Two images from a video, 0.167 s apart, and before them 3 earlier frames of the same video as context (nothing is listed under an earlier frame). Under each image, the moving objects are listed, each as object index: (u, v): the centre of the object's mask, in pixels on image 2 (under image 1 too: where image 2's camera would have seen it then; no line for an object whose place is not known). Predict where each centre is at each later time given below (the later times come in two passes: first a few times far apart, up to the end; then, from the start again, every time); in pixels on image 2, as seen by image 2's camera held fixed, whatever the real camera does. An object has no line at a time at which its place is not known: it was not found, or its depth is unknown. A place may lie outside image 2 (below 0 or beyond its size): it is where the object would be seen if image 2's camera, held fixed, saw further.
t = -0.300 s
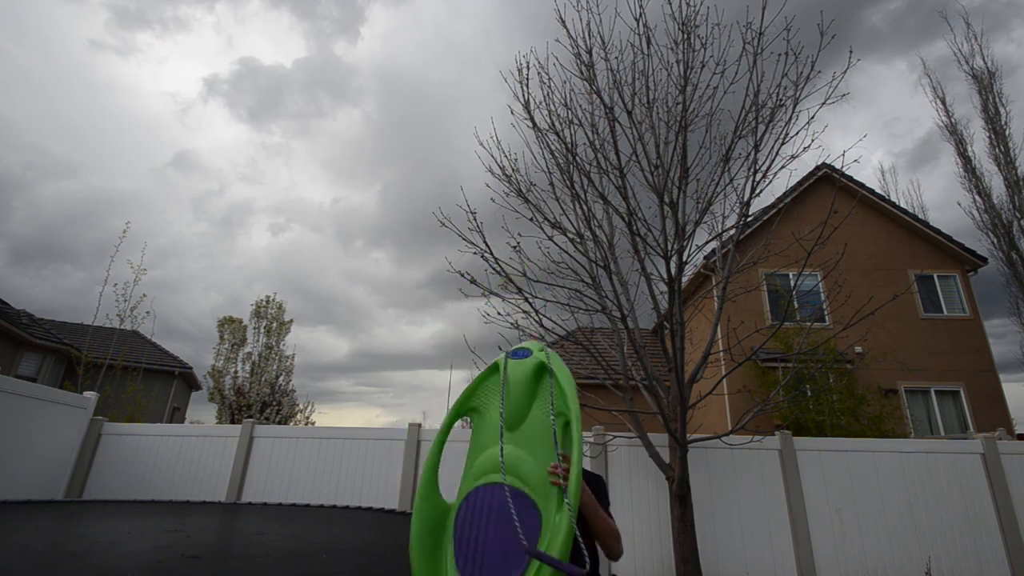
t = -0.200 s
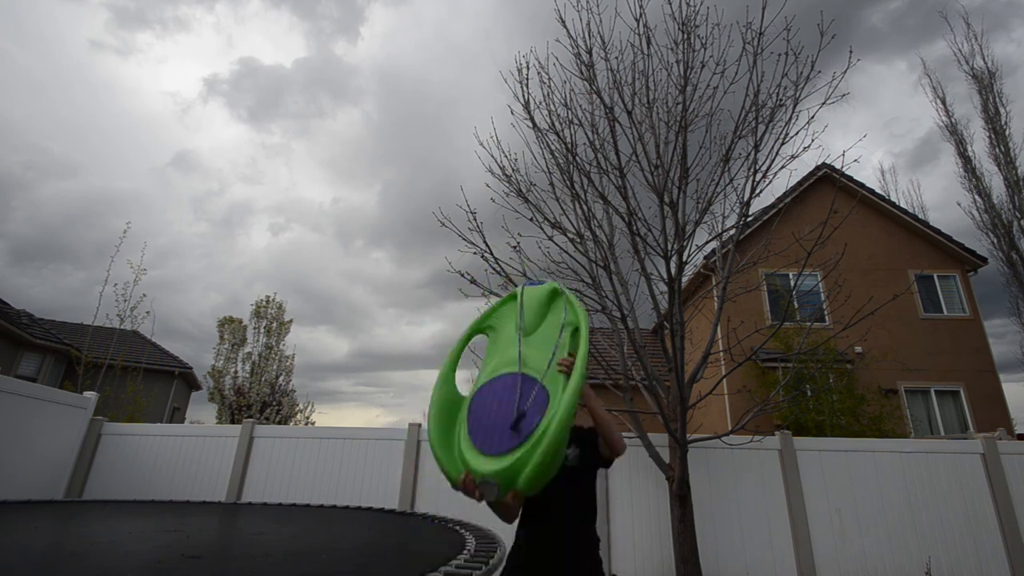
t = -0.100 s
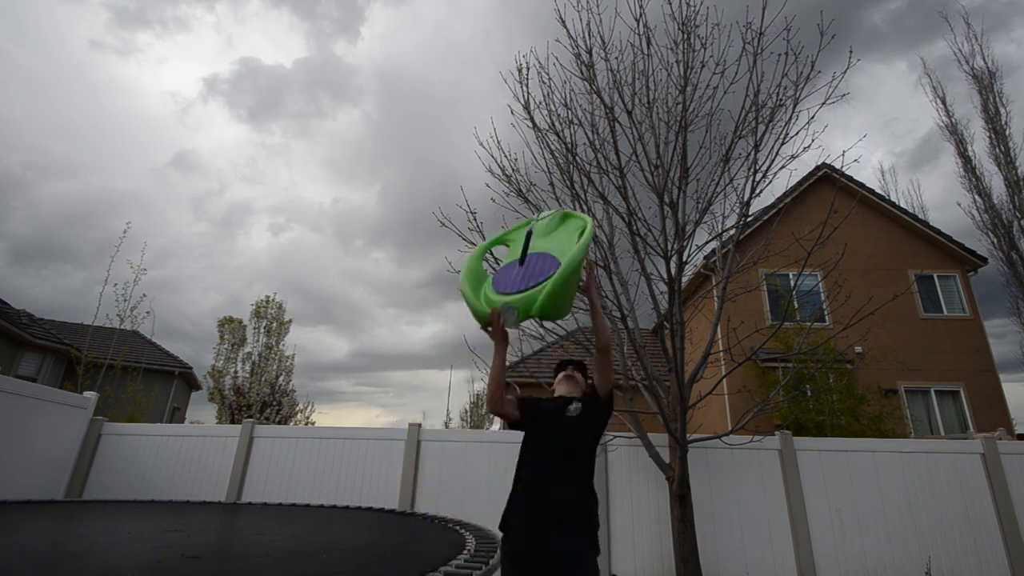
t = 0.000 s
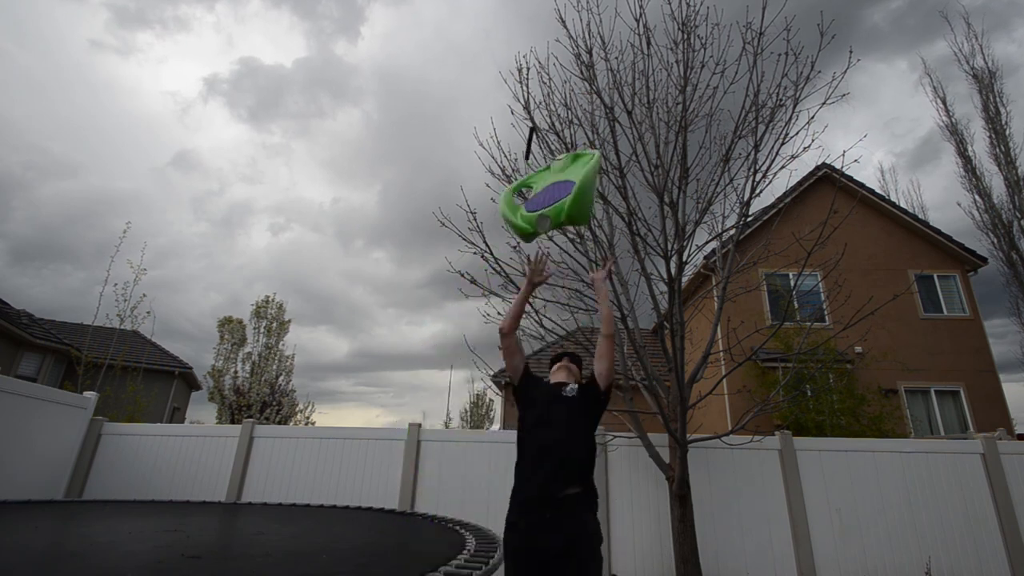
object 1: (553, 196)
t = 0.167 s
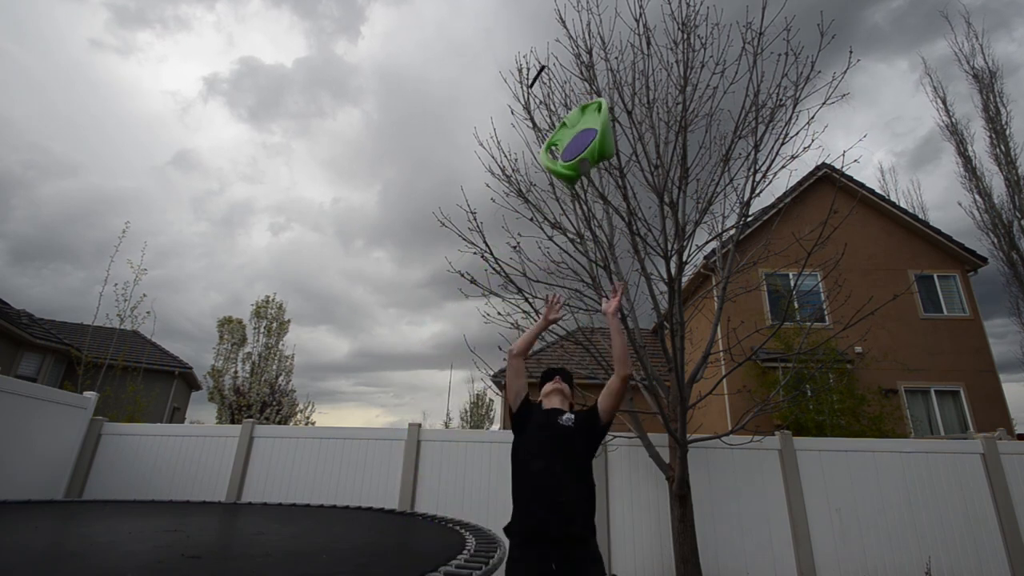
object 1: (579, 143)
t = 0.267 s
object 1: (589, 133)
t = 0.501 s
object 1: (596, 140)
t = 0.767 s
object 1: (586, 172)
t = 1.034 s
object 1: (552, 240)
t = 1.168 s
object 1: (534, 318)
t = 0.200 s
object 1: (583, 138)
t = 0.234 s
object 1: (587, 134)
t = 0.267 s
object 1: (589, 133)
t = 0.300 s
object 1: (591, 132)
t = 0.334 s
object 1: (593, 132)
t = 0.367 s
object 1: (594, 133)
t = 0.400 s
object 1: (595, 134)
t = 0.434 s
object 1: (595, 135)
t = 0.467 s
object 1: (596, 137)
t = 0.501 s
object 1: (596, 140)
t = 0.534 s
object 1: (595, 143)
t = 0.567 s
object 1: (594, 145)
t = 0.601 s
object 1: (592, 149)
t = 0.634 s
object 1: (590, 154)
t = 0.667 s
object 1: (590, 159)
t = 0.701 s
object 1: (589, 162)
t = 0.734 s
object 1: (588, 168)
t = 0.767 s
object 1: (586, 172)
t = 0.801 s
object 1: (584, 177)
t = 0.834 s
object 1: (580, 183)
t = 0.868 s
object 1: (576, 188)
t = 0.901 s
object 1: (571, 197)
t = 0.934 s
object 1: (567, 205)
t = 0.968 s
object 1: (562, 215)
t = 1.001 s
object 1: (557, 227)
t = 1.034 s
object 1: (552, 240)
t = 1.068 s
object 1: (548, 256)
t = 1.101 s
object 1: (543, 275)
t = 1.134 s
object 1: (538, 295)
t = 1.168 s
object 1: (534, 318)
